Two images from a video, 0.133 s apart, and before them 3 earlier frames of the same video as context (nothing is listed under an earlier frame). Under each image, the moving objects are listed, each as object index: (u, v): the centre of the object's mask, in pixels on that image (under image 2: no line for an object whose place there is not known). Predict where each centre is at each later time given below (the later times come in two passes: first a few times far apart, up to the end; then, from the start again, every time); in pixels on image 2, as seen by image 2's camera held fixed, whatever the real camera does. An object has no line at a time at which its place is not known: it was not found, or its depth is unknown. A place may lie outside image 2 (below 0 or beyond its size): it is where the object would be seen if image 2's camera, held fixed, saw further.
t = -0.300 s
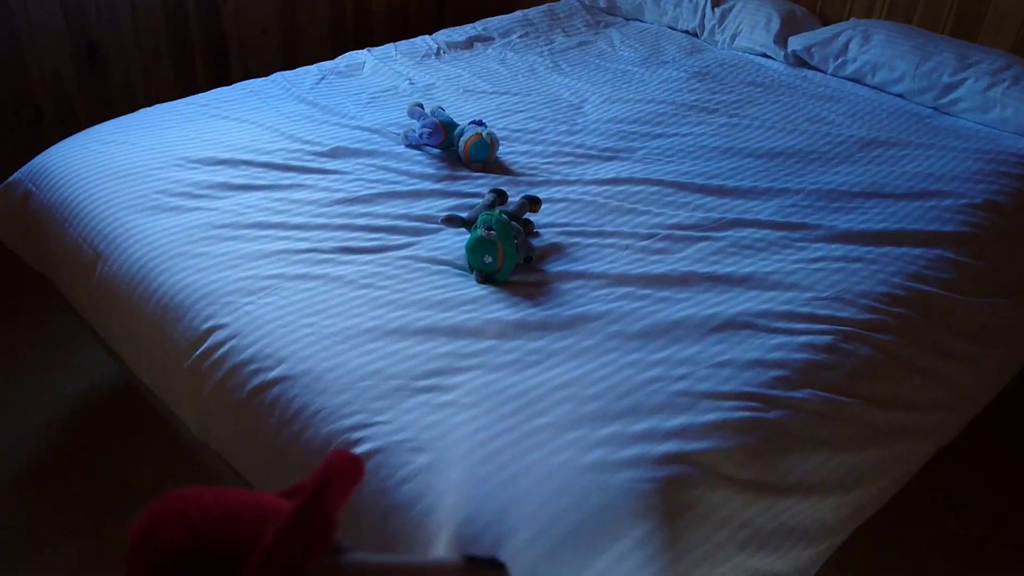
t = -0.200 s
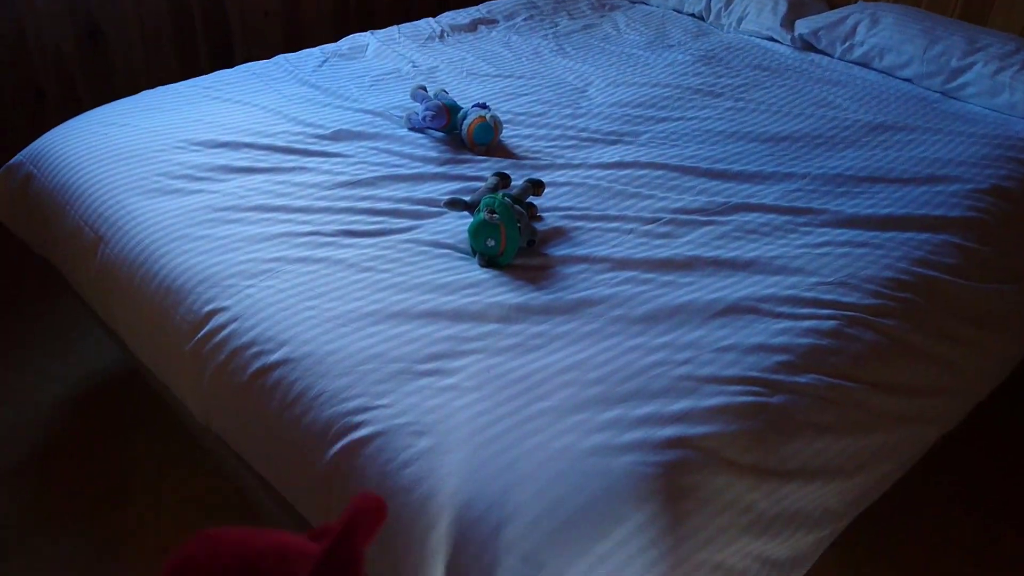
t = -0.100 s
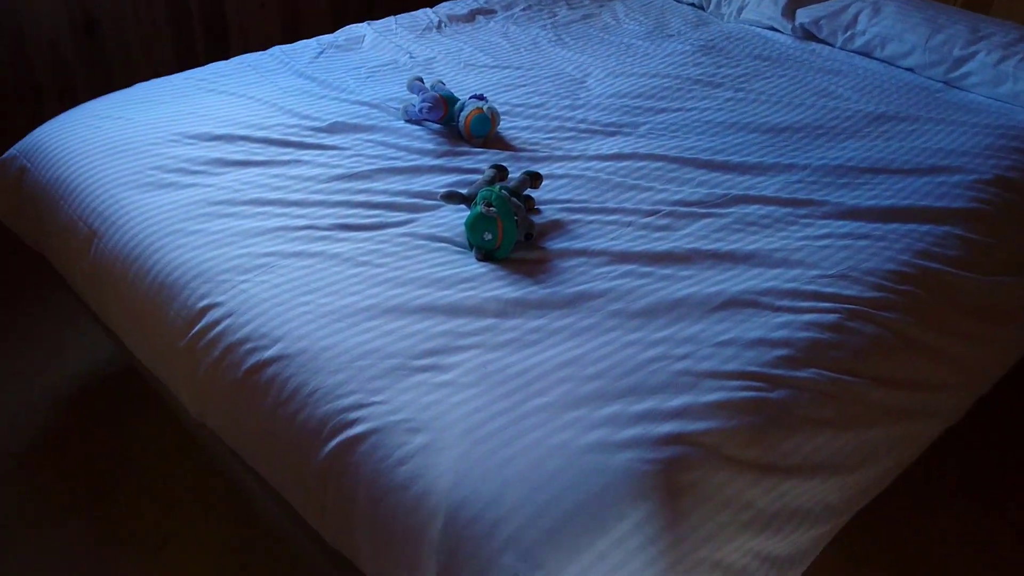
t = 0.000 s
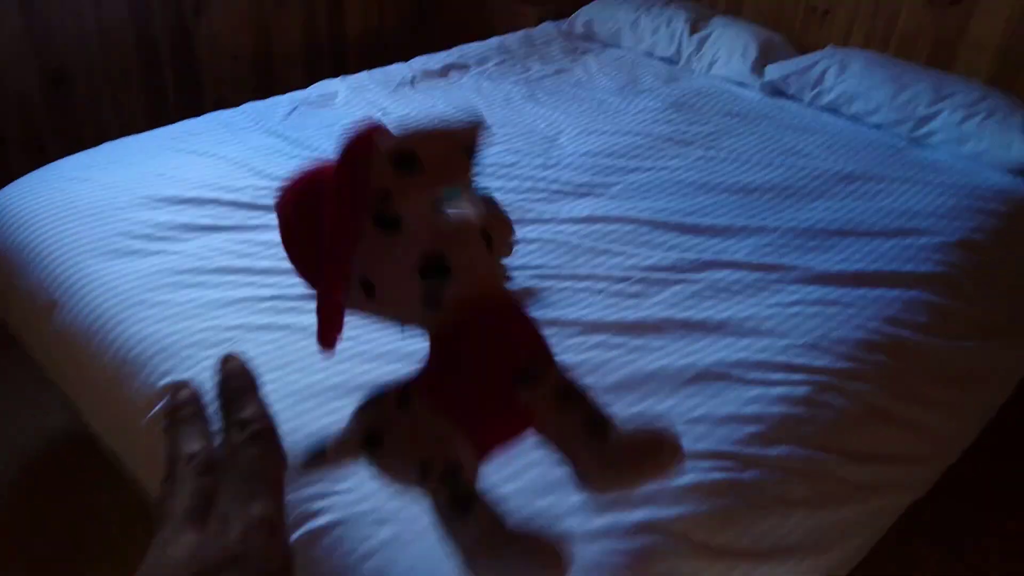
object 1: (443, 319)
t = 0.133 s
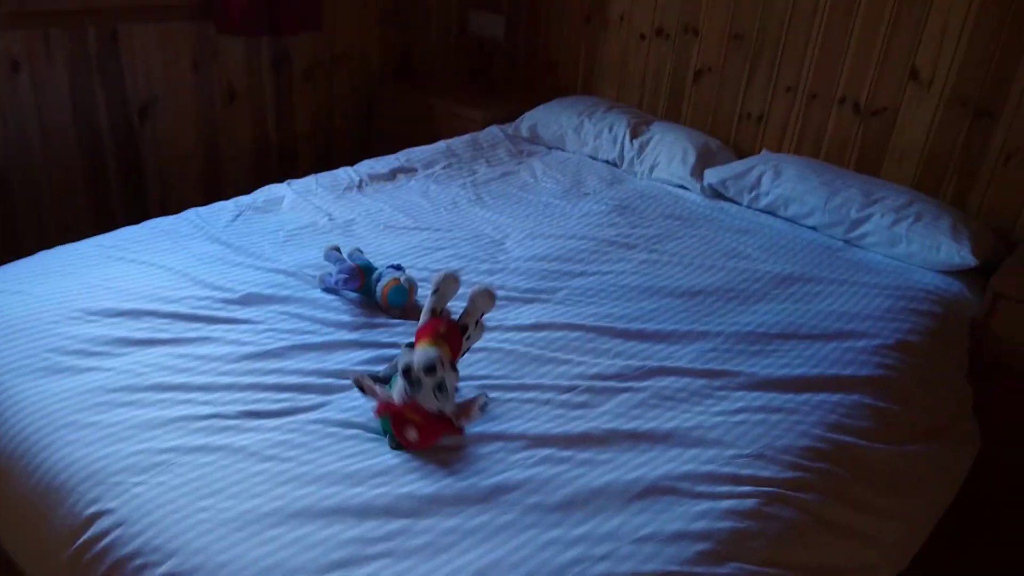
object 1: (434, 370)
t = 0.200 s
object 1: (464, 421)
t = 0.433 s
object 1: (605, 445)
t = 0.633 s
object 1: (593, 449)
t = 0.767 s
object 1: (595, 449)
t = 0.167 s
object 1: (440, 430)
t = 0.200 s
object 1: (464, 421)
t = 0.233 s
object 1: (497, 420)
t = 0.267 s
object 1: (528, 428)
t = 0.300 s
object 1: (550, 442)
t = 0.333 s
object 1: (572, 444)
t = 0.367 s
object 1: (588, 449)
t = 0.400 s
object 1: (600, 447)
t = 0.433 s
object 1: (605, 445)
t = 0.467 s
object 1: (600, 447)
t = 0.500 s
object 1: (596, 449)
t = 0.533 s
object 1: (592, 449)
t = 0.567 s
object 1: (591, 449)
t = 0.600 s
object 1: (591, 449)
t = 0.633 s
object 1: (593, 449)
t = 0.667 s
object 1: (595, 448)
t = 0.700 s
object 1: (596, 448)
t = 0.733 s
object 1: (595, 449)
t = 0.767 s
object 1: (595, 449)
